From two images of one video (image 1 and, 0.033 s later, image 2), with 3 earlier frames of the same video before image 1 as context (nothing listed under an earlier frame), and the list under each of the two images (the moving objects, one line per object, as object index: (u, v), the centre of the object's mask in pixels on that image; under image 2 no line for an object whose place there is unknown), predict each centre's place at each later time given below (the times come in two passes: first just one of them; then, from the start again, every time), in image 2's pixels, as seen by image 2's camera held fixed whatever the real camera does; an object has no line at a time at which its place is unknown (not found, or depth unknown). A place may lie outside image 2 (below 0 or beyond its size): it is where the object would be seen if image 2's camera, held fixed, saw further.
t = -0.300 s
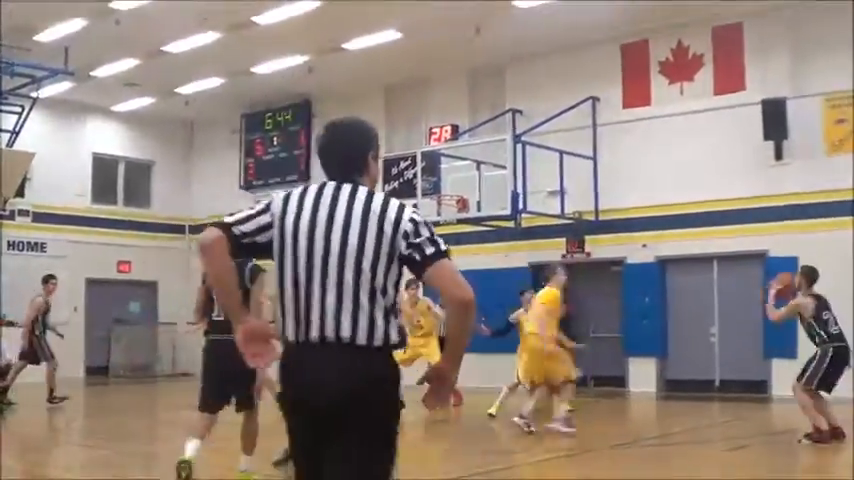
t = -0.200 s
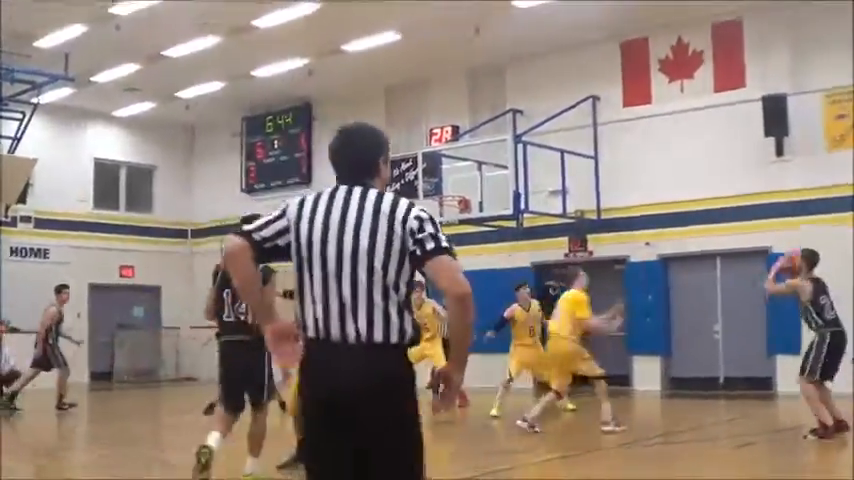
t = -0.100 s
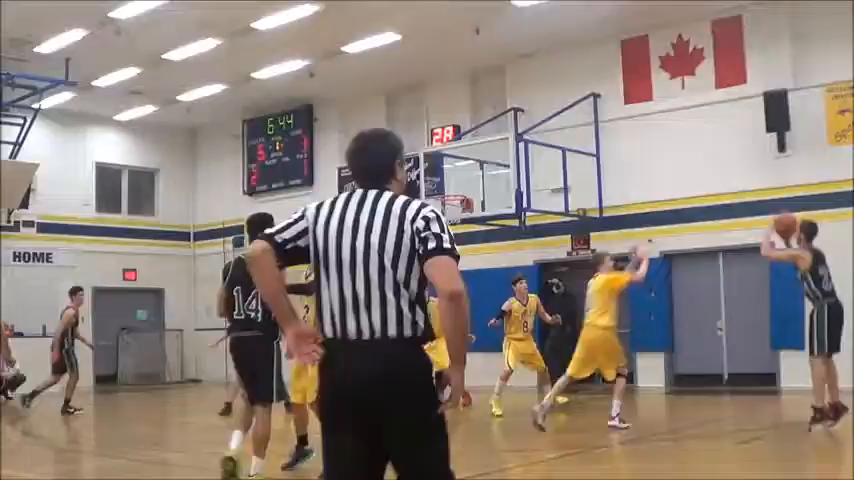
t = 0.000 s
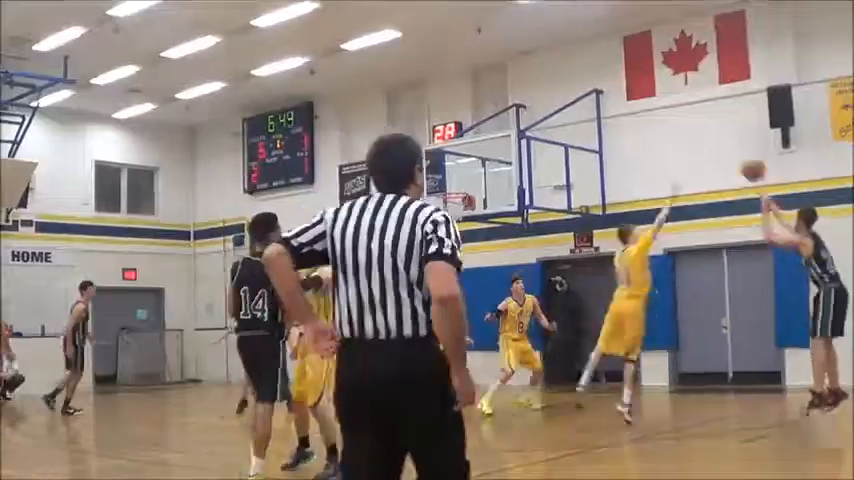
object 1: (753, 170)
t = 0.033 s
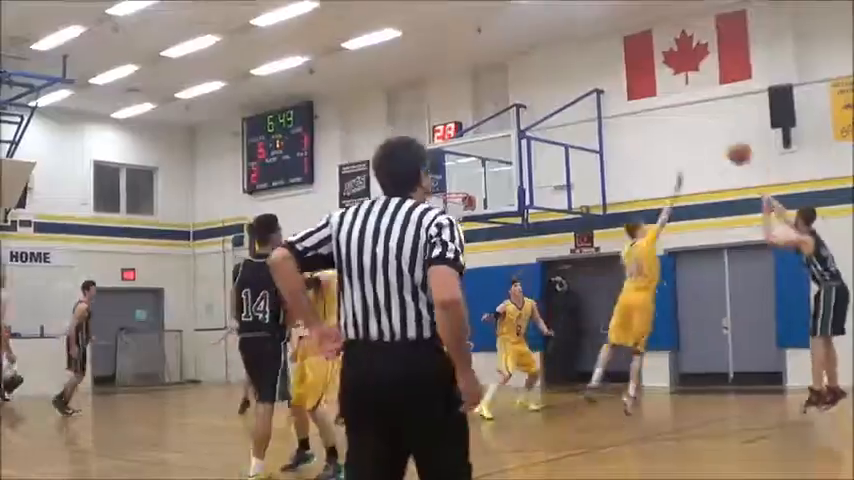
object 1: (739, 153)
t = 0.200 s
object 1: (673, 94)
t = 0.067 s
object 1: (724, 138)
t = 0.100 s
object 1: (711, 125)
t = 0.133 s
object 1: (698, 113)
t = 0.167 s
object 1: (685, 103)
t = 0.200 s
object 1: (673, 94)
